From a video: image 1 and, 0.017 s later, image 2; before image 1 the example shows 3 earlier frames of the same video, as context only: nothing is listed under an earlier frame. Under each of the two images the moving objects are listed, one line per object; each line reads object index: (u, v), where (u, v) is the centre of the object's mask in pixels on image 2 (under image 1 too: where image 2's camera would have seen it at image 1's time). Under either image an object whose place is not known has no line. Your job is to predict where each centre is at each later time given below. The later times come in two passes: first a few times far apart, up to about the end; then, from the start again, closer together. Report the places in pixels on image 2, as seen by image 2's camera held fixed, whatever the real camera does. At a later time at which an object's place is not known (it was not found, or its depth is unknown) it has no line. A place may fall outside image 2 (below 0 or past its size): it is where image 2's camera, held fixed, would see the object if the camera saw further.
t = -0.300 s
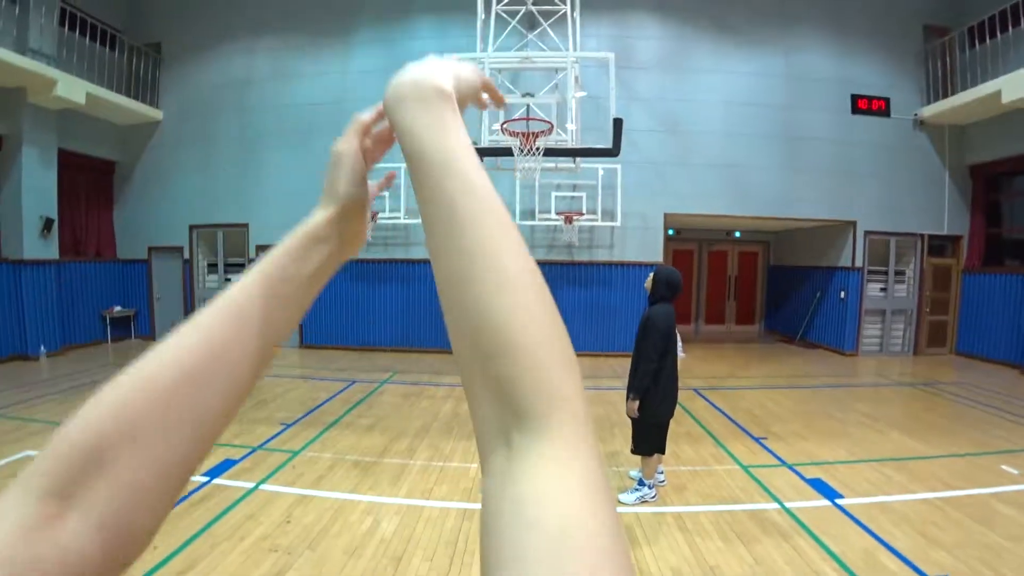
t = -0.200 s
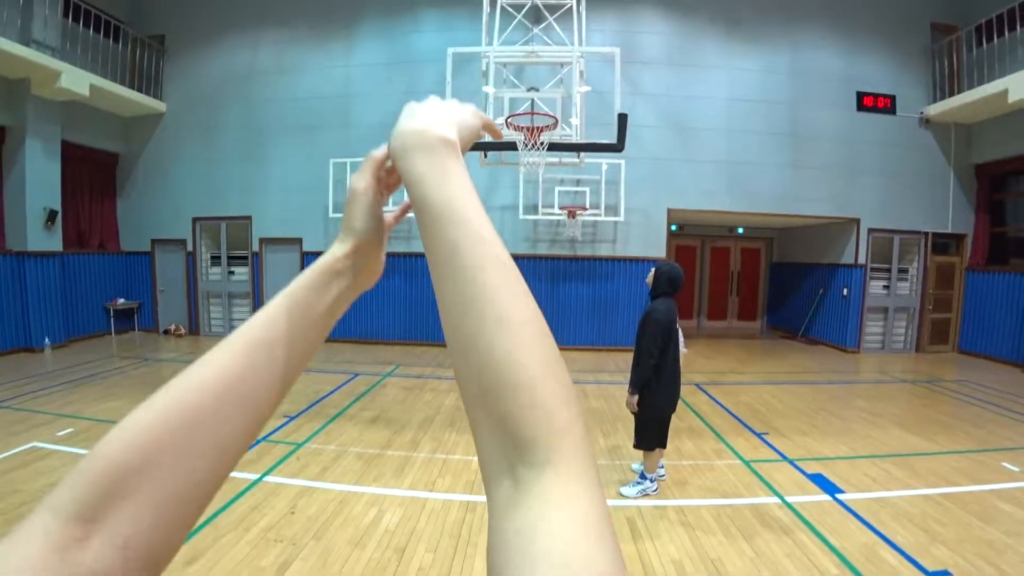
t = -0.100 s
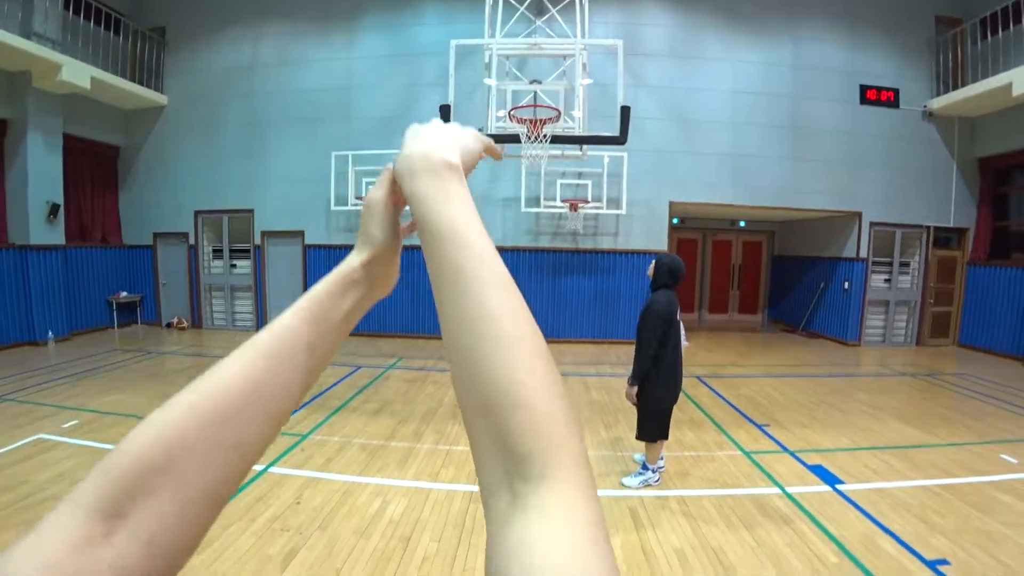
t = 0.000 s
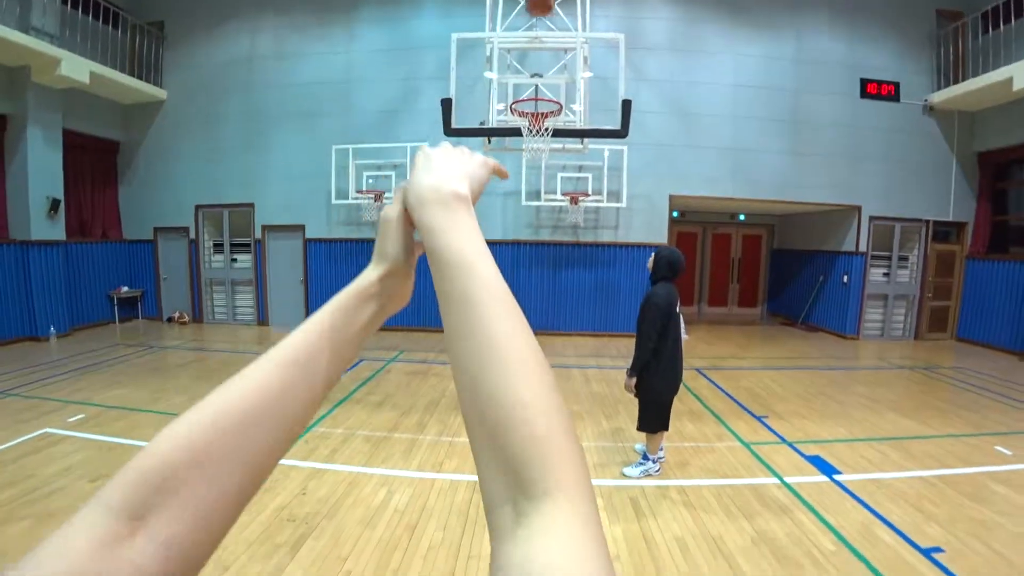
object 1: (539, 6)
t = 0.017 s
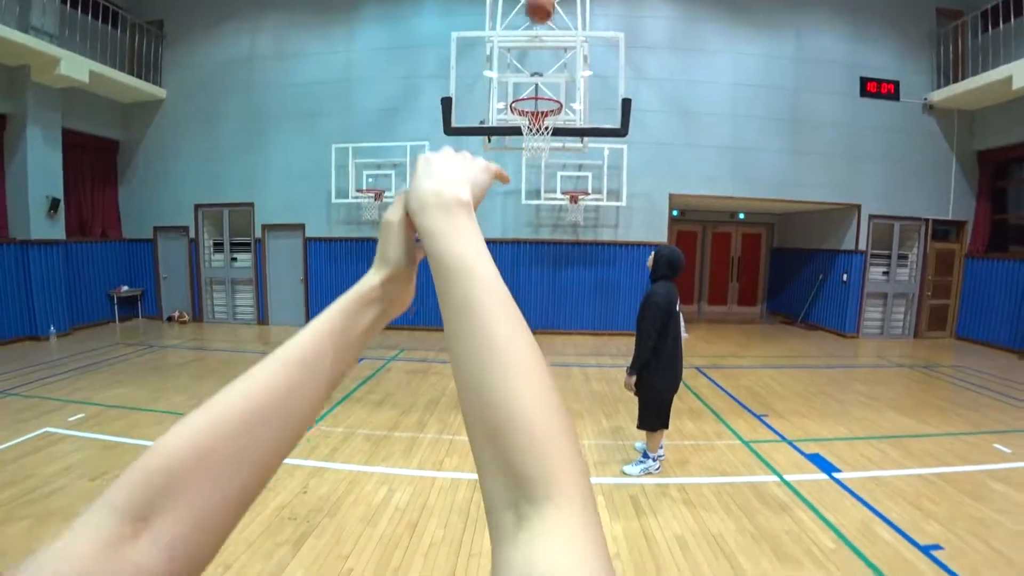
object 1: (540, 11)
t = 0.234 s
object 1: (539, 113)
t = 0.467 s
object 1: (524, 205)
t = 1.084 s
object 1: (486, 263)
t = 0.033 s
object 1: (540, 16)
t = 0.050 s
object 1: (540, 23)
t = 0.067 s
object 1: (540, 29)
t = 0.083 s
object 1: (540, 38)
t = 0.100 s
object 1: (540, 46)
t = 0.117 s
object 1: (540, 54)
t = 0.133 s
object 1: (541, 62)
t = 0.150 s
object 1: (540, 70)
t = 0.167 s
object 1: (540, 77)
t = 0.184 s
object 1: (540, 84)
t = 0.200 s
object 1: (541, 89)
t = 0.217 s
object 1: (539, 107)
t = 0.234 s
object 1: (539, 113)
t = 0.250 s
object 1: (539, 117)
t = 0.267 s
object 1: (539, 118)
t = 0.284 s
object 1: (538, 128)
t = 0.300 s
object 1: (535, 133)
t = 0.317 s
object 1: (533, 140)
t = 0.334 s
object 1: (531, 147)
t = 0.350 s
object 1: (530, 155)
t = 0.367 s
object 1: (530, 159)
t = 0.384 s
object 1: (529, 167)
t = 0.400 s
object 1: (528, 174)
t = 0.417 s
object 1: (528, 182)
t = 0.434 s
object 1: (527, 189)
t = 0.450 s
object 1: (526, 197)
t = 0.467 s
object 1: (524, 205)
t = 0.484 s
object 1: (524, 214)
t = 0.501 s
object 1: (523, 223)
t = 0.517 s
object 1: (521, 232)
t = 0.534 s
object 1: (520, 242)
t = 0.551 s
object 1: (518, 253)
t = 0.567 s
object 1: (516, 263)
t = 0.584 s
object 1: (516, 273)
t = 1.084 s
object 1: (486, 263)
